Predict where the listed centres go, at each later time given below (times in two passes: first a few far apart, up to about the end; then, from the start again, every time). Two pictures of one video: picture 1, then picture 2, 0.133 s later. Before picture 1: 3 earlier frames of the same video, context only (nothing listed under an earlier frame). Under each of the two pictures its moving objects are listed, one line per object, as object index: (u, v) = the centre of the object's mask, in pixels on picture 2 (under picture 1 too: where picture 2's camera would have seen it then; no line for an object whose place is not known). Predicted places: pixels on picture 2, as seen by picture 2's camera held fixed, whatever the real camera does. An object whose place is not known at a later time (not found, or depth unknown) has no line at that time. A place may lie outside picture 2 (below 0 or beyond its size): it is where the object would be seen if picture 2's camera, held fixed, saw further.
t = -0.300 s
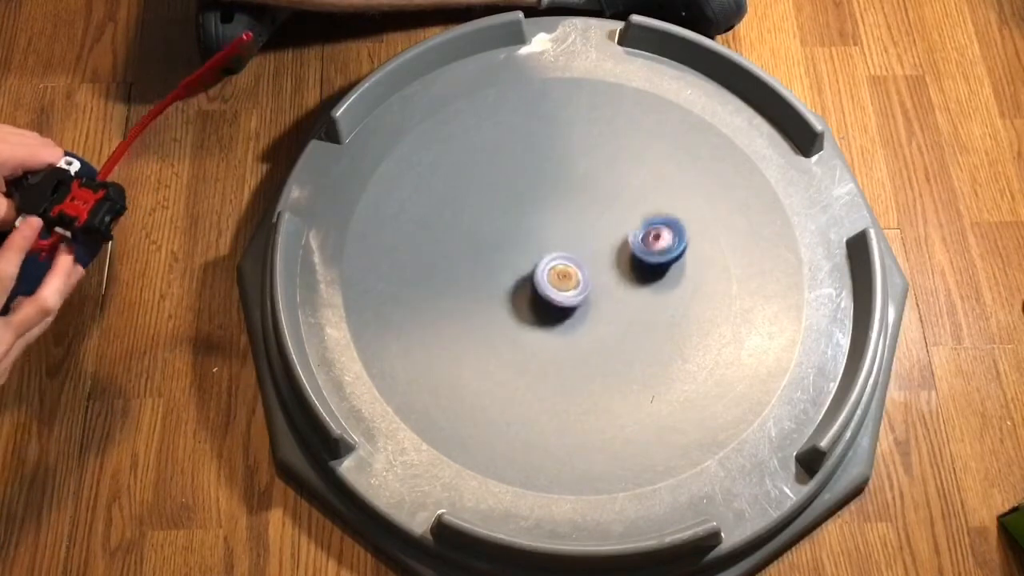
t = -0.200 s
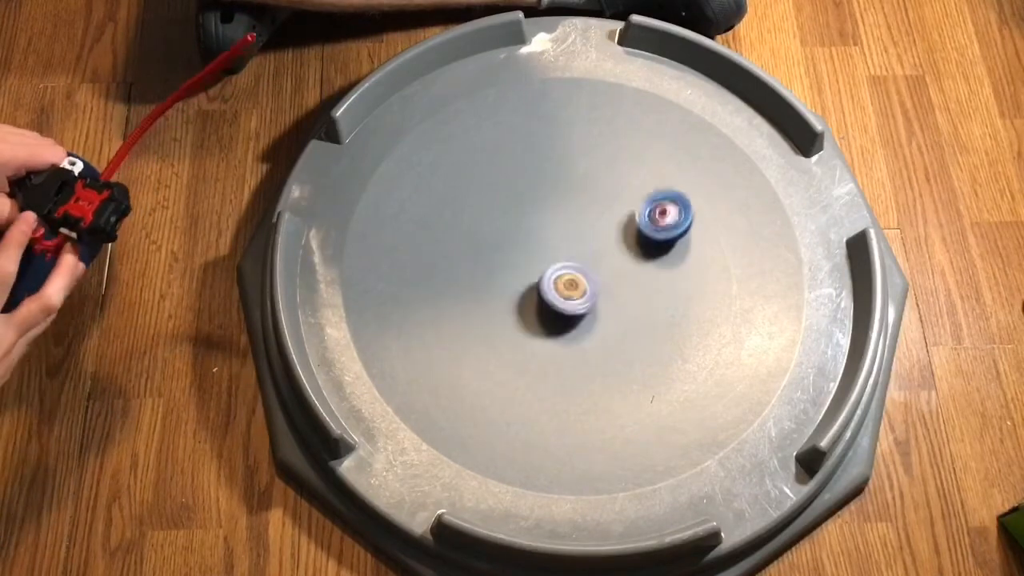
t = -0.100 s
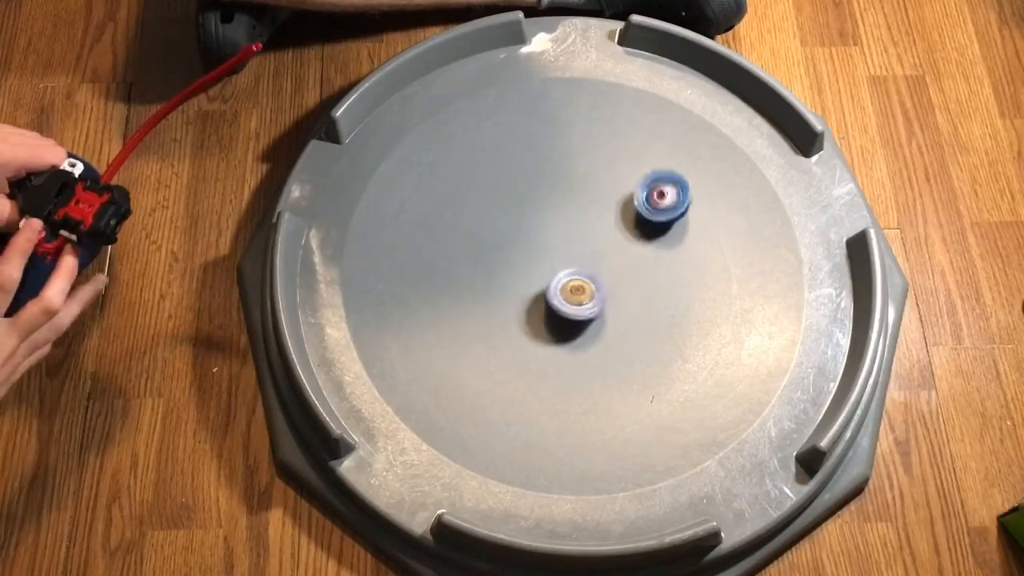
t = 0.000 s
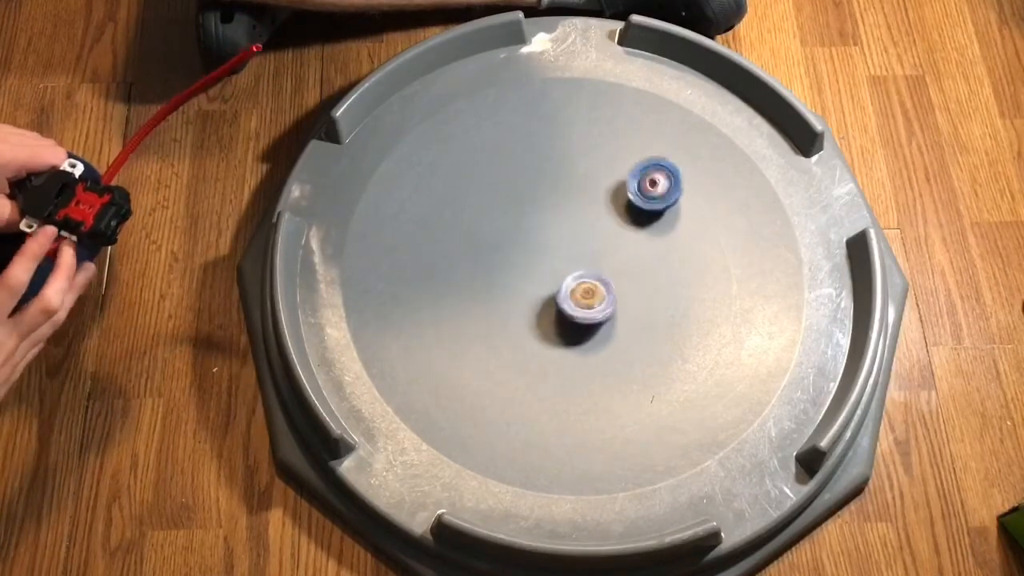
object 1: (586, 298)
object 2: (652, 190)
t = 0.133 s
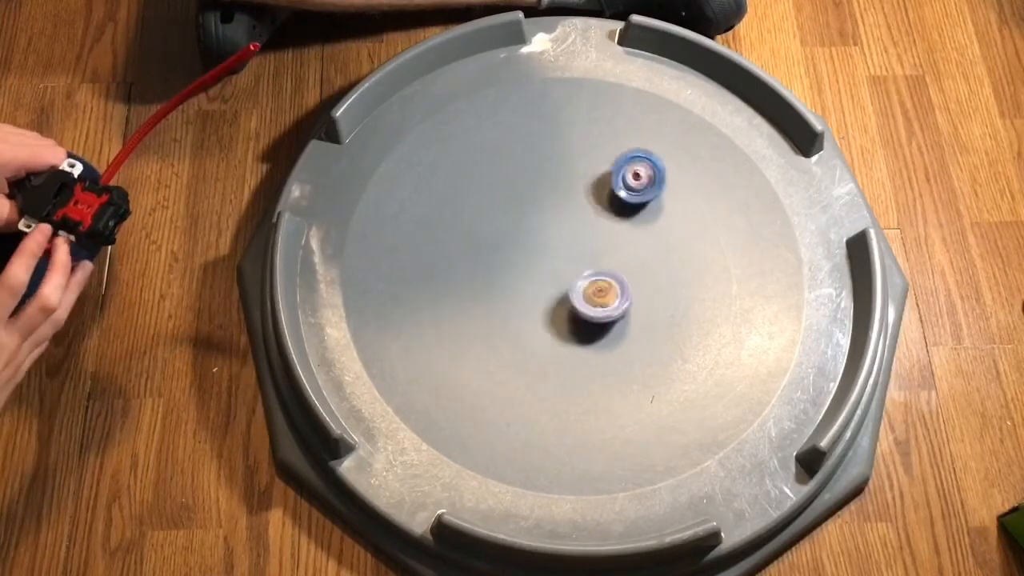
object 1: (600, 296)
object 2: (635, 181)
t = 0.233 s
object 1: (608, 291)
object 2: (617, 181)
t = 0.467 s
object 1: (616, 270)
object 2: (553, 200)
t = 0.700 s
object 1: (603, 246)
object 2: (482, 254)
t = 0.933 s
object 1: (577, 234)
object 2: (462, 313)
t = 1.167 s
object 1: (550, 239)
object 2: (481, 356)
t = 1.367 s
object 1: (533, 253)
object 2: (526, 368)
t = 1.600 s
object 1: (532, 278)
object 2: (597, 345)
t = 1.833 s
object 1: (549, 296)
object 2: (648, 290)
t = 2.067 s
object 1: (574, 301)
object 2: (659, 227)
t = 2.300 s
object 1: (593, 289)
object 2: (628, 187)
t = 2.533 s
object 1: (592, 266)
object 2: (574, 178)
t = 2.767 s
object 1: (576, 246)
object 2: (505, 215)
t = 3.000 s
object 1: (555, 244)
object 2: (473, 274)
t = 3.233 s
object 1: (539, 257)
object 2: (479, 335)
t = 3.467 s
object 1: (537, 275)
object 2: (526, 366)
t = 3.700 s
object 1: (552, 292)
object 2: (592, 355)
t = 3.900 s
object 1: (573, 295)
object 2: (638, 316)
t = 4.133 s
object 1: (591, 282)
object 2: (658, 255)
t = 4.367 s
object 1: (591, 261)
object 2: (634, 205)
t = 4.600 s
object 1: (579, 246)
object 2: (582, 183)
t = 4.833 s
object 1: (562, 249)
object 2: (522, 203)
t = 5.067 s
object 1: (557, 271)
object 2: (485, 259)
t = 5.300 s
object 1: (566, 286)
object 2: (489, 322)
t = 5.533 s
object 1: (580, 290)
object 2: (533, 368)
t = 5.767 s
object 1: (586, 280)
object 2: (591, 366)
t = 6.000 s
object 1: (581, 260)
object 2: (635, 323)
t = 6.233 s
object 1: (568, 250)
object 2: (642, 264)
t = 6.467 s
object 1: (557, 250)
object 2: (613, 213)
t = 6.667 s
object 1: (552, 263)
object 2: (568, 188)
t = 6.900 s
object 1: (563, 277)
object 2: (516, 196)
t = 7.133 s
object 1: (581, 282)
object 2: (487, 239)
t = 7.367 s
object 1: (589, 278)
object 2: (494, 295)
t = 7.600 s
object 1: (584, 265)
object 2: (538, 336)
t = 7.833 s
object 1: (569, 258)
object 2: (599, 344)
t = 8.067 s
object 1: (555, 261)
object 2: (644, 316)
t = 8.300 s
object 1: (553, 268)
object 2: (648, 269)
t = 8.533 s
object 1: (565, 277)
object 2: (613, 230)
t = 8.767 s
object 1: (579, 277)
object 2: (561, 215)
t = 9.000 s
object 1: (581, 268)
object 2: (514, 237)
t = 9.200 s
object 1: (574, 261)
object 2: (483, 284)
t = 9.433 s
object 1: (562, 258)
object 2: (501, 328)
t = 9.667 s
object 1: (556, 265)
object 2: (544, 344)
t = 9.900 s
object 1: (549, 259)
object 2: (603, 339)
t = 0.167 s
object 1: (603, 295)
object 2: (630, 181)
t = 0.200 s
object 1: (607, 294)
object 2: (623, 181)
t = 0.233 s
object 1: (608, 291)
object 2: (617, 181)
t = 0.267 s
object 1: (611, 289)
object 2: (608, 182)
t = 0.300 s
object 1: (612, 285)
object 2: (599, 183)
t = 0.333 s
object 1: (614, 283)
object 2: (591, 185)
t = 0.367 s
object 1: (615, 279)
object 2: (582, 187)
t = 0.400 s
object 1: (616, 277)
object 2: (573, 191)
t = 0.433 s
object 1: (616, 272)
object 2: (563, 195)
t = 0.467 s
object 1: (616, 270)
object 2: (553, 200)
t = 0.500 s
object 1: (615, 266)
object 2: (543, 206)
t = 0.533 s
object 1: (614, 263)
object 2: (536, 208)
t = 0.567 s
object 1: (613, 259)
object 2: (526, 215)
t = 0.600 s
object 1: (611, 255)
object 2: (517, 223)
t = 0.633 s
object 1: (609, 252)
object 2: (508, 230)
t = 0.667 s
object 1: (605, 249)
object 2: (490, 245)
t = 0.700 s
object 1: (603, 246)
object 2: (482, 254)
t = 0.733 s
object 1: (600, 244)
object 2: (475, 263)
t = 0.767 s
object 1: (596, 241)
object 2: (470, 271)
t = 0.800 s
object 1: (592, 239)
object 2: (464, 281)
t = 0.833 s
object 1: (589, 237)
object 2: (468, 287)
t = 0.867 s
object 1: (584, 236)
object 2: (465, 296)
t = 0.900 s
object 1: (581, 235)
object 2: (463, 305)
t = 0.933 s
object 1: (577, 234)
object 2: (462, 313)
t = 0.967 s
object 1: (572, 235)
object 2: (462, 321)
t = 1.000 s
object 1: (569, 234)
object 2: (462, 328)
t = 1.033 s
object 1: (565, 234)
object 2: (465, 335)
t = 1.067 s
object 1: (561, 235)
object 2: (467, 342)
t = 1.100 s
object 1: (557, 235)
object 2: (471, 347)
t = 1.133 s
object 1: (553, 238)
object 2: (476, 352)
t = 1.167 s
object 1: (550, 239)
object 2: (481, 356)
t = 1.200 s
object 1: (546, 241)
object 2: (487, 360)
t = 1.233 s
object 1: (543, 243)
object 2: (494, 363)
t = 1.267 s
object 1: (540, 246)
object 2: (501, 365)
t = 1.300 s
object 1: (537, 249)
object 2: (509, 367)
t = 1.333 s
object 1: (535, 251)
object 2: (517, 368)
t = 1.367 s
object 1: (533, 253)
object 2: (526, 368)
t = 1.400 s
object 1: (532, 255)
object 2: (535, 367)
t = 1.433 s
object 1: (531, 259)
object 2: (545, 365)
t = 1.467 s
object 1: (531, 263)
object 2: (556, 363)
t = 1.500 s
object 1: (531, 266)
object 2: (566, 359)
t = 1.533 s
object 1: (530, 270)
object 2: (576, 355)
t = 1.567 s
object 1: (531, 274)
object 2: (586, 351)
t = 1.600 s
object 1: (532, 278)
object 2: (597, 345)
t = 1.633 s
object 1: (534, 282)
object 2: (606, 339)
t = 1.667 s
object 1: (534, 285)
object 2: (615, 332)
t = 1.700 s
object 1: (537, 288)
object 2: (623, 325)
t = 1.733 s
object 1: (541, 288)
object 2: (630, 317)
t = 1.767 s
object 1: (542, 293)
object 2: (637, 309)
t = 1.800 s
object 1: (546, 294)
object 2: (642, 300)
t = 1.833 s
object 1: (549, 296)
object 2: (648, 290)
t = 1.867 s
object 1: (553, 299)
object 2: (652, 282)
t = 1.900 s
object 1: (557, 300)
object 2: (655, 272)
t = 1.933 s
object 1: (561, 302)
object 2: (658, 262)
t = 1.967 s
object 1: (563, 302)
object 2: (660, 253)
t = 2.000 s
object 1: (568, 302)
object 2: (660, 244)
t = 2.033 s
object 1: (571, 301)
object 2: (659, 235)
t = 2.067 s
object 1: (574, 301)
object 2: (659, 227)
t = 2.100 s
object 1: (579, 300)
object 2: (656, 220)
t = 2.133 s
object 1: (581, 299)
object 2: (654, 213)
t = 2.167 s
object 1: (586, 298)
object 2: (650, 206)
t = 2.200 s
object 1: (587, 296)
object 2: (645, 201)
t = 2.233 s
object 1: (590, 294)
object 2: (639, 196)
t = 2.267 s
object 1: (591, 292)
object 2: (634, 191)
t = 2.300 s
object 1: (593, 289)
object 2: (628, 187)
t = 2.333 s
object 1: (595, 285)
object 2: (620, 184)
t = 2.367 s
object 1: (595, 283)
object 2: (614, 181)
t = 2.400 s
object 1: (596, 281)
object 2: (606, 180)
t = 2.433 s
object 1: (595, 277)
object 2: (598, 179)
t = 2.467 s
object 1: (594, 274)
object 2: (589, 180)
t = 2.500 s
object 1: (593, 270)
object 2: (582, 176)
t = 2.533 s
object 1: (592, 266)
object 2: (574, 178)
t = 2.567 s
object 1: (591, 263)
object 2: (563, 183)
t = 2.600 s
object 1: (589, 260)
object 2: (554, 186)
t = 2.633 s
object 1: (587, 257)
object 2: (538, 192)
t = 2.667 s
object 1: (585, 253)
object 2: (529, 197)
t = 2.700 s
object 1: (582, 252)
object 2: (521, 202)
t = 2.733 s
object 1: (580, 249)
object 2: (513, 209)
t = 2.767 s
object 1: (576, 246)
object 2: (505, 215)
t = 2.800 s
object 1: (575, 245)
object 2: (497, 223)
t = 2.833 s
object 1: (571, 244)
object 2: (489, 231)
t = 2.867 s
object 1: (568, 243)
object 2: (483, 240)
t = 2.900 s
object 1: (565, 242)
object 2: (478, 248)
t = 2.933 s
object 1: (562, 244)
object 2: (473, 257)
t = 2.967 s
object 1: (558, 243)
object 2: (476, 264)
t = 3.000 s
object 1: (555, 244)
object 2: (473, 274)
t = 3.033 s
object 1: (553, 244)
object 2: (471, 283)
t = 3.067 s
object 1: (550, 246)
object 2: (470, 292)
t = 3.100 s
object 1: (547, 247)
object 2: (469, 302)
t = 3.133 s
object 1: (545, 248)
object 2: (470, 311)
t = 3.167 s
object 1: (542, 251)
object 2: (472, 319)
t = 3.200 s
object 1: (540, 254)
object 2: (475, 327)
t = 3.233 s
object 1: (539, 257)
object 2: (479, 335)
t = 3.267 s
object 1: (536, 258)
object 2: (483, 341)
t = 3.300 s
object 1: (536, 261)
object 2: (489, 347)
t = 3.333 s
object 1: (535, 264)
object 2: (495, 353)
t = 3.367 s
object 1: (535, 267)
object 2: (502, 358)
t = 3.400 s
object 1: (536, 271)
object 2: (510, 361)
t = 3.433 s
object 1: (535, 273)
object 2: (518, 364)
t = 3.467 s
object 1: (537, 275)
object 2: (526, 366)
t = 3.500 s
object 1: (538, 277)
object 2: (536, 368)
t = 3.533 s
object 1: (540, 281)
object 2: (545, 368)
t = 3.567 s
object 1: (543, 284)
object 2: (554, 367)
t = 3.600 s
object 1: (545, 287)
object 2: (564, 365)
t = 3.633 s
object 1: (546, 289)
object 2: (574, 362)
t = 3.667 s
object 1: (550, 289)
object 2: (583, 359)
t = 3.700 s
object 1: (552, 292)
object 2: (592, 355)
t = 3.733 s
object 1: (556, 294)
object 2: (601, 350)
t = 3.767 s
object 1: (560, 294)
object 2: (610, 345)
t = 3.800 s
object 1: (563, 295)
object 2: (618, 338)
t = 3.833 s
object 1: (565, 294)
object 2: (626, 331)
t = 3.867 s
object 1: (568, 295)
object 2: (633, 324)
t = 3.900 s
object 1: (573, 295)
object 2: (638, 316)
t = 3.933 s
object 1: (575, 293)
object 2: (644, 308)
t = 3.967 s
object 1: (579, 292)
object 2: (648, 300)
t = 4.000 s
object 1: (581, 290)
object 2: (652, 291)
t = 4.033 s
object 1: (584, 289)
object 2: (654, 282)
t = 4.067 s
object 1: (587, 286)
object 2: (657, 273)
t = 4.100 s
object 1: (589, 284)
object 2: (657, 264)
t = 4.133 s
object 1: (591, 282)
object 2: (658, 255)
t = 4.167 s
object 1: (592, 278)
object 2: (657, 247)
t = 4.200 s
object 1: (592, 275)
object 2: (655, 238)
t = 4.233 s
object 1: (594, 273)
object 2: (652, 230)
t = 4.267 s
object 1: (594, 269)
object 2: (649, 223)
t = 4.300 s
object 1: (594, 267)
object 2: (645, 216)
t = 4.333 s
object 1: (593, 263)
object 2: (640, 211)
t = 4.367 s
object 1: (591, 261)
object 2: (634, 205)
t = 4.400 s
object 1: (591, 258)
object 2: (628, 200)
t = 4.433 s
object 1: (589, 255)
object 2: (622, 195)
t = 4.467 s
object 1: (587, 253)
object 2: (614, 192)
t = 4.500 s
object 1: (586, 251)
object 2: (607, 189)
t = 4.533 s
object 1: (583, 249)
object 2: (598, 187)
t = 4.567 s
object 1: (582, 247)
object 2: (590, 186)
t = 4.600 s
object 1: (579, 246)
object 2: (582, 183)
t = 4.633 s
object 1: (575, 245)
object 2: (574, 183)
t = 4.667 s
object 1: (573, 244)
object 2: (565, 184)
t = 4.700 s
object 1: (570, 244)
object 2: (556, 187)
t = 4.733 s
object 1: (567, 245)
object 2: (547, 190)
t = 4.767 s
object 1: (565, 246)
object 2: (539, 193)
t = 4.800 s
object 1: (562, 247)
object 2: (530, 197)
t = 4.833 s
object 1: (562, 249)
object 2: (522, 203)
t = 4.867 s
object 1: (561, 251)
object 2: (516, 209)
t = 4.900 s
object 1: (559, 255)
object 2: (509, 215)
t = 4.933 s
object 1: (558, 259)
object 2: (503, 222)
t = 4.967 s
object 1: (557, 260)
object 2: (498, 229)
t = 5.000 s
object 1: (557, 263)
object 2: (493, 240)
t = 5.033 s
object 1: (557, 266)
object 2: (488, 250)
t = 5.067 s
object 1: (557, 271)
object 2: (485, 259)
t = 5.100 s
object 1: (557, 271)
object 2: (483, 267)
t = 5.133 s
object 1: (559, 273)
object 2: (481, 276)
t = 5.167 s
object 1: (560, 278)
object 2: (481, 286)
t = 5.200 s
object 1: (561, 281)
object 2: (481, 295)
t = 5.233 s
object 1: (561, 282)
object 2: (483, 305)
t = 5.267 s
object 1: (563, 283)
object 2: (486, 313)
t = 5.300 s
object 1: (566, 286)
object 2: (489, 322)
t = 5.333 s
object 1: (568, 289)
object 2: (493, 330)
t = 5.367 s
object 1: (569, 287)
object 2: (498, 339)
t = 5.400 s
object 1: (571, 289)
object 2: (504, 346)
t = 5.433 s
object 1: (574, 291)
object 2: (510, 354)
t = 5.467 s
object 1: (575, 291)
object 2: (518, 359)
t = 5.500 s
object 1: (577, 290)
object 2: (525, 364)
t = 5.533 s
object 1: (580, 290)
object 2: (533, 368)
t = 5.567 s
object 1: (581, 290)
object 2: (541, 370)
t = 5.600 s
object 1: (582, 290)
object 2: (550, 372)
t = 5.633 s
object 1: (583, 286)
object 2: (558, 373)
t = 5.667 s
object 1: (585, 286)
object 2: (566, 373)
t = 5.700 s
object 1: (586, 285)
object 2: (574, 371)
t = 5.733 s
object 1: (585, 281)
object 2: (582, 370)
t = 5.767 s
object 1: (586, 280)
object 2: (591, 366)
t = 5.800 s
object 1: (588, 277)
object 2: (599, 363)
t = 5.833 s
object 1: (586, 274)
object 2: (606, 358)
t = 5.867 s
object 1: (586, 272)
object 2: (613, 351)
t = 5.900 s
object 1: (586, 269)
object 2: (619, 345)
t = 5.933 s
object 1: (584, 266)
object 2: (625, 338)
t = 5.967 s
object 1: (582, 264)
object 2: (630, 330)
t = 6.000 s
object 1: (581, 260)
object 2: (635, 323)
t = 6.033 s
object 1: (579, 259)
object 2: (639, 315)
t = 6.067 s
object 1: (577, 257)
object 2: (641, 307)
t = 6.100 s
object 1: (575, 255)
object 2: (643, 298)
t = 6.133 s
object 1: (574, 253)
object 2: (644, 290)
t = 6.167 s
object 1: (573, 252)
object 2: (645, 281)
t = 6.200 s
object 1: (569, 251)
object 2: (644, 272)
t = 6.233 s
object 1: (568, 250)
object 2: (642, 264)
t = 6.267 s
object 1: (566, 250)
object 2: (640, 256)
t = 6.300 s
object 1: (564, 249)
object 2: (637, 248)
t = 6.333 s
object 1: (563, 250)
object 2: (634, 240)
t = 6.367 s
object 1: (562, 248)
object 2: (629, 232)
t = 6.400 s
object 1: (559, 250)
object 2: (625, 226)
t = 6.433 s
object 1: (558, 250)
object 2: (619, 219)
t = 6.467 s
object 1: (557, 250)
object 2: (613, 213)
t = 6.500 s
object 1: (555, 253)
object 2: (607, 208)
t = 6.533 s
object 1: (555, 254)
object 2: (599, 202)
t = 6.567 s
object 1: (553, 255)
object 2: (592, 198)
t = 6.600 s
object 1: (553, 259)
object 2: (584, 193)
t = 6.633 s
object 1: (553, 262)
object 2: (576, 191)
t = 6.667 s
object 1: (552, 263)
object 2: (568, 188)
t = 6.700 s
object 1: (553, 264)
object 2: (560, 187)
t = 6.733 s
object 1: (555, 268)
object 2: (552, 187)
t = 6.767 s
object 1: (555, 270)
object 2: (544, 186)
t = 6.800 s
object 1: (557, 270)
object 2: (537, 188)
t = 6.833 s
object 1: (560, 274)
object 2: (530, 189)
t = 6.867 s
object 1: (563, 276)
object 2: (522, 192)
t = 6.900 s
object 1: (563, 277)
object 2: (516, 196)
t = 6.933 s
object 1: (567, 278)
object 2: (510, 199)
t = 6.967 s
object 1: (569, 280)
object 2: (505, 205)
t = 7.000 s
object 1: (570, 281)
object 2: (499, 210)
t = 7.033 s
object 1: (574, 281)
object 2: (495, 217)
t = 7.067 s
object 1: (576, 283)
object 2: (492, 223)
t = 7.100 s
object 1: (578, 283)
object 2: (488, 231)
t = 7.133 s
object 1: (581, 282)
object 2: (487, 239)
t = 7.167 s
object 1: (582, 282)
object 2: (485, 247)
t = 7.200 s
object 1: (584, 282)
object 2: (485, 255)
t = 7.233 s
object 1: (586, 281)
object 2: (485, 263)
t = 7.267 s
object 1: (587, 282)
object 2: (486, 271)
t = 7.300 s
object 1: (587, 281)
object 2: (488, 280)
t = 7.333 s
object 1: (589, 278)
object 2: (490, 287)
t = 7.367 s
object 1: (589, 278)
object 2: (494, 295)
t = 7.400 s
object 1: (589, 276)
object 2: (499, 302)
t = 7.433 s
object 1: (589, 274)
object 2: (503, 309)
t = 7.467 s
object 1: (588, 273)
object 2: (509, 316)
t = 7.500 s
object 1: (588, 270)
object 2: (515, 322)
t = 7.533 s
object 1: (587, 269)
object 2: (522, 328)
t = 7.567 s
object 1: (585, 267)
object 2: (530, 332)
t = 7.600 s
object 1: (584, 265)
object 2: (538, 336)
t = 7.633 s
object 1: (583, 263)
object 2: (546, 340)
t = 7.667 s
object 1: (580, 263)
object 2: (555, 342)
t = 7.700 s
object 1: (578, 261)
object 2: (564, 345)
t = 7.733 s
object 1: (577, 260)
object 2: (573, 345)
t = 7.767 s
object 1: (574, 259)
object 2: (582, 345)
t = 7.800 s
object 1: (572, 258)
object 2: (591, 346)
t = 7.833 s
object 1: (569, 258)
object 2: (599, 344)
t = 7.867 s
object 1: (567, 258)
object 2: (608, 342)
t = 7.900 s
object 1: (565, 258)
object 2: (615, 340)
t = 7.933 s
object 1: (563, 259)
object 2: (622, 336)
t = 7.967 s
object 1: (560, 258)
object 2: (629, 332)
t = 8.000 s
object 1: (558, 260)
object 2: (635, 327)
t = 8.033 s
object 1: (556, 260)
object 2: (640, 323)
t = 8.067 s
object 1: (555, 261)
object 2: (644, 316)
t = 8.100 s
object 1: (554, 262)
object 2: (648, 310)
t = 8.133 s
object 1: (553, 262)
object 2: (650, 304)
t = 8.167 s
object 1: (552, 264)
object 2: (652, 297)
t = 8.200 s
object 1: (552, 265)
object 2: (652, 290)
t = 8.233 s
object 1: (552, 266)
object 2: (652, 284)
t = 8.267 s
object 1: (552, 268)
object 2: (651, 276)
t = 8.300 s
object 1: (553, 268)
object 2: (648, 269)
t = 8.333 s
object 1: (554, 271)
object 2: (645, 263)
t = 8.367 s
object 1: (555, 271)
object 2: (641, 256)
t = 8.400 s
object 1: (556, 272)
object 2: (636, 250)
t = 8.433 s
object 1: (559, 275)
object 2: (631, 244)
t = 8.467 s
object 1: (561, 273)
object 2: (625, 239)
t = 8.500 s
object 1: (562, 275)
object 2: (619, 234)
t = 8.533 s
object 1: (565, 277)
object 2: (613, 230)
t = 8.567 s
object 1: (567, 276)
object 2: (606, 226)
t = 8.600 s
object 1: (570, 277)
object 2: (599, 222)
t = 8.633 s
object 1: (571, 277)
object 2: (591, 220)
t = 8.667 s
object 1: (573, 277)
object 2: (584, 216)
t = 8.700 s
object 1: (576, 278)
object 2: (577, 214)
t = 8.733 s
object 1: (577, 277)
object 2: (569, 214)
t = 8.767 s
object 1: (579, 277)
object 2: (561, 215)
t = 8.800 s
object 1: (579, 276)
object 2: (553, 216)
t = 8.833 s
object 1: (580, 275)
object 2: (546, 218)
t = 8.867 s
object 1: (582, 275)
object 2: (539, 221)
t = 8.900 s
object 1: (581, 273)
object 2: (532, 223)
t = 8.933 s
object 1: (582, 272)
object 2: (525, 228)
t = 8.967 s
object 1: (582, 271)
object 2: (520, 232)
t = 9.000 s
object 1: (581, 268)
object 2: (514, 237)
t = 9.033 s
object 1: (580, 267)
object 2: (509, 243)
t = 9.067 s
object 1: (579, 266)
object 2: (494, 256)
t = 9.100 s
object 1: (578, 265)
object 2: (490, 263)
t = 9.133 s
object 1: (576, 263)
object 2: (487, 270)
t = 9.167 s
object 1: (575, 262)
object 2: (485, 276)
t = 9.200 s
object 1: (574, 261)
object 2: (483, 284)
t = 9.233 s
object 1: (571, 260)
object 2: (482, 291)
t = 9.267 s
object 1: (570, 259)
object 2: (482, 299)
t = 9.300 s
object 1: (568, 259)
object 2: (491, 304)
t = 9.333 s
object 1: (567, 259)
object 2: (492, 310)
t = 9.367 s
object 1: (564, 259)
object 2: (494, 317)
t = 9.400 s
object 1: (562, 260)
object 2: (498, 322)
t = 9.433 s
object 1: (562, 258)
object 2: (501, 328)
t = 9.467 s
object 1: (560, 259)
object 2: (506, 333)
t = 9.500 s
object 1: (559, 261)
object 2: (511, 336)
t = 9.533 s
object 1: (558, 261)
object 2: (517, 340)
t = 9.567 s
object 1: (558, 263)
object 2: (524, 342)
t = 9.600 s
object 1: (557, 262)
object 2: (530, 343)
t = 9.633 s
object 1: (557, 264)
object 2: (537, 344)
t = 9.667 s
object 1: (556, 265)
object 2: (544, 344)
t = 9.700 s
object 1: (557, 265)
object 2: (551, 343)
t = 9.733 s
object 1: (558, 269)
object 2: (558, 341)
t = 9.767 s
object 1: (558, 268)
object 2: (565, 338)
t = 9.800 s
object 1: (560, 270)
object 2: (572, 334)
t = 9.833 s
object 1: (559, 269)
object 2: (580, 332)
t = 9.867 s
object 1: (555, 264)
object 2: (593, 337)
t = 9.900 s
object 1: (549, 259)
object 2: (603, 339)
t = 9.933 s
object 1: (547, 256)
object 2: (612, 340)
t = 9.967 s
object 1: (544, 252)
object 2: (619, 337)
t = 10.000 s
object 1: (542, 253)
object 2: (625, 334)
